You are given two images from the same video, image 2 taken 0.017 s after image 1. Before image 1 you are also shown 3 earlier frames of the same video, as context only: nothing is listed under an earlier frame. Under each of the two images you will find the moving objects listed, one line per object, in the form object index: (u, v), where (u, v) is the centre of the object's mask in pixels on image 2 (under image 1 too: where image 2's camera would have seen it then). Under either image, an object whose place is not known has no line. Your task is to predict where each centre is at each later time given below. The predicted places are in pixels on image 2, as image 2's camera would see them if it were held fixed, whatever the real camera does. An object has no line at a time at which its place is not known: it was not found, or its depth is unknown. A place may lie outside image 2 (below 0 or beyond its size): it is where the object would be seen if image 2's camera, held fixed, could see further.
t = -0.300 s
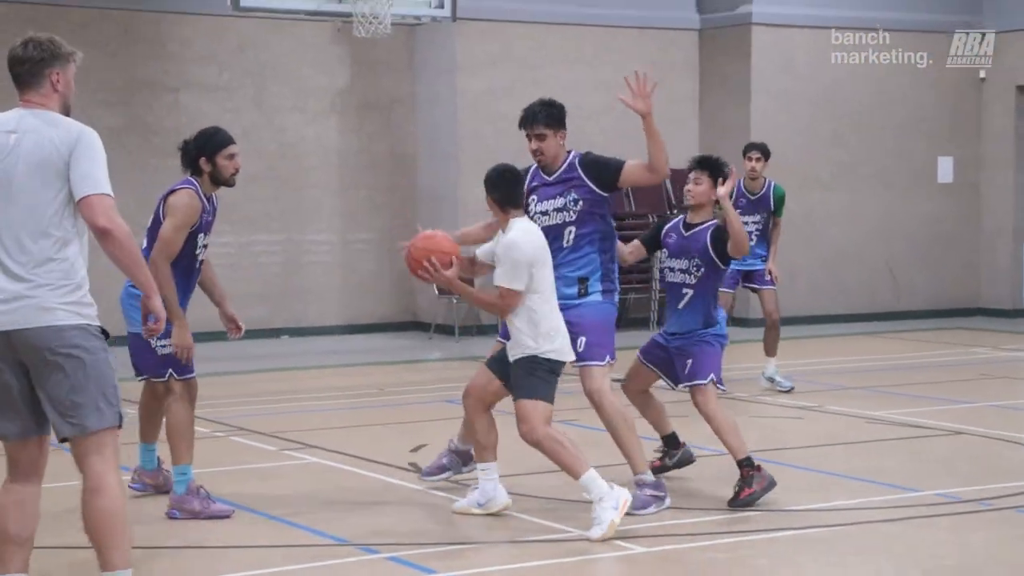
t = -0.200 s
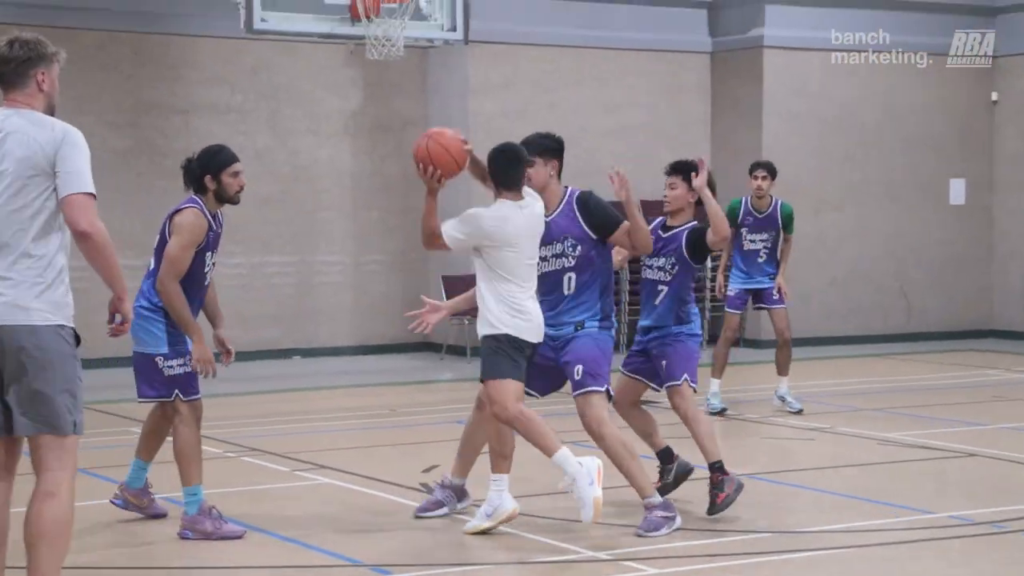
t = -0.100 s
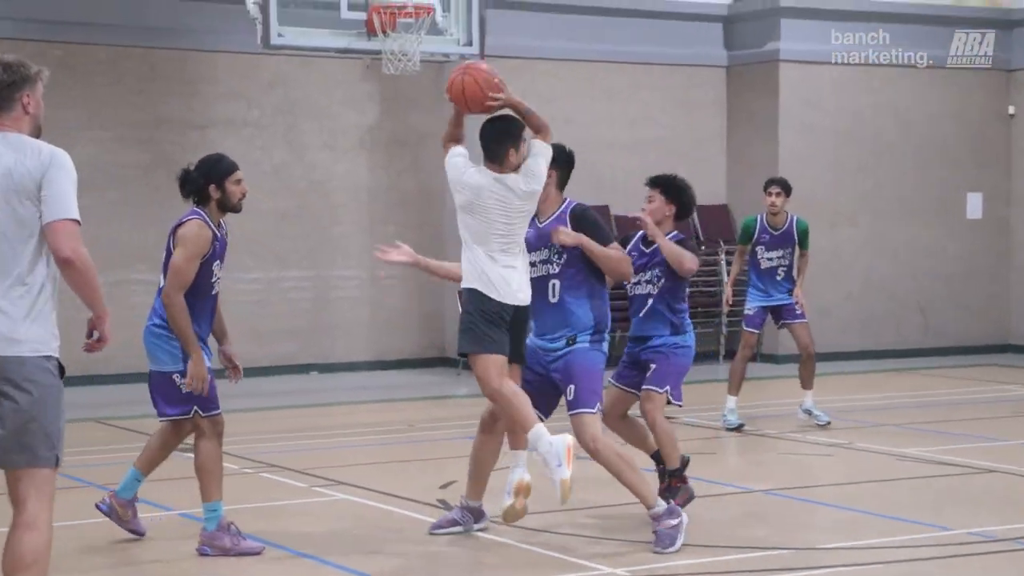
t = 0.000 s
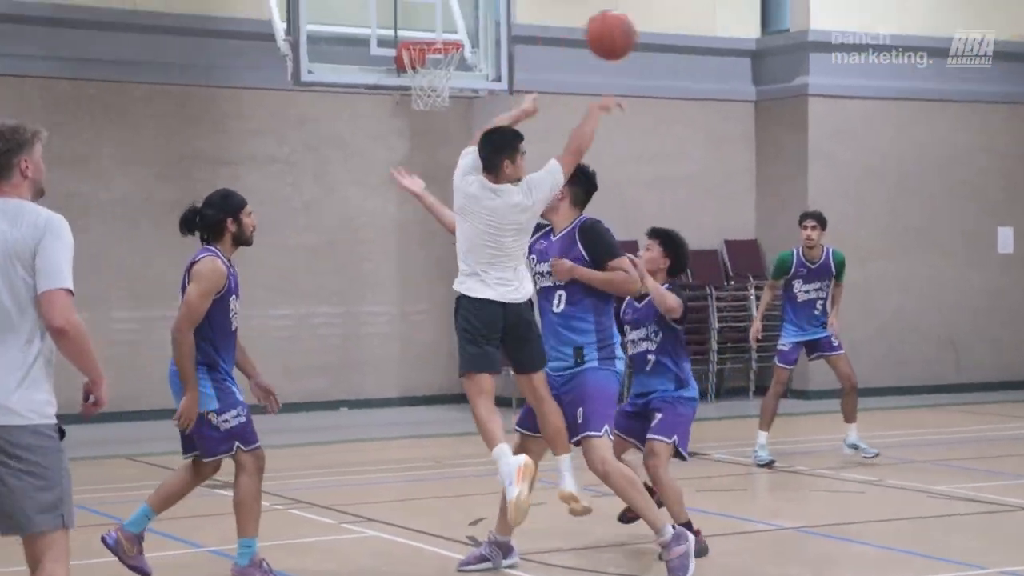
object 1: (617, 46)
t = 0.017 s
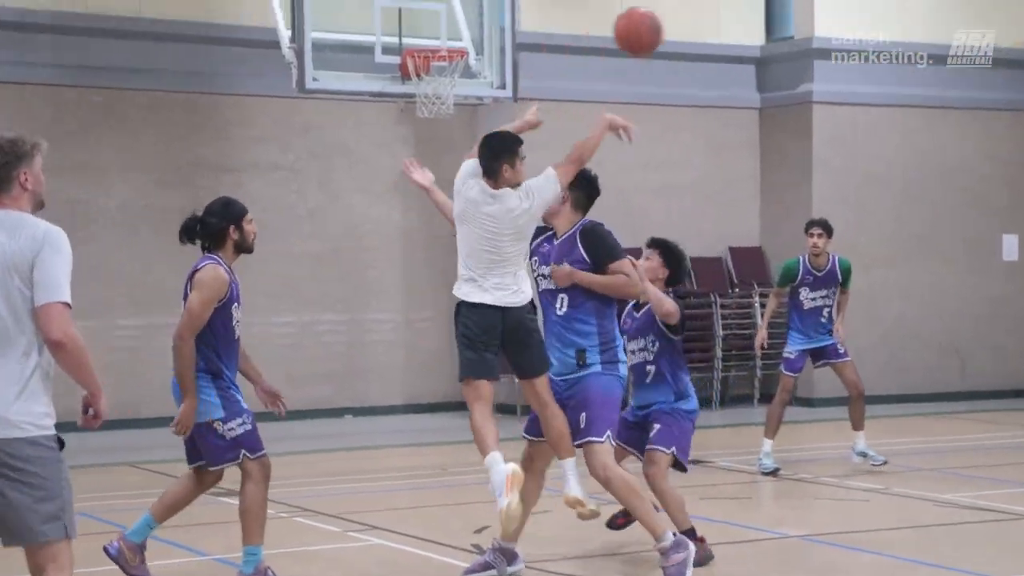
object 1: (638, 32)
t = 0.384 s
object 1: (1054, -31)
